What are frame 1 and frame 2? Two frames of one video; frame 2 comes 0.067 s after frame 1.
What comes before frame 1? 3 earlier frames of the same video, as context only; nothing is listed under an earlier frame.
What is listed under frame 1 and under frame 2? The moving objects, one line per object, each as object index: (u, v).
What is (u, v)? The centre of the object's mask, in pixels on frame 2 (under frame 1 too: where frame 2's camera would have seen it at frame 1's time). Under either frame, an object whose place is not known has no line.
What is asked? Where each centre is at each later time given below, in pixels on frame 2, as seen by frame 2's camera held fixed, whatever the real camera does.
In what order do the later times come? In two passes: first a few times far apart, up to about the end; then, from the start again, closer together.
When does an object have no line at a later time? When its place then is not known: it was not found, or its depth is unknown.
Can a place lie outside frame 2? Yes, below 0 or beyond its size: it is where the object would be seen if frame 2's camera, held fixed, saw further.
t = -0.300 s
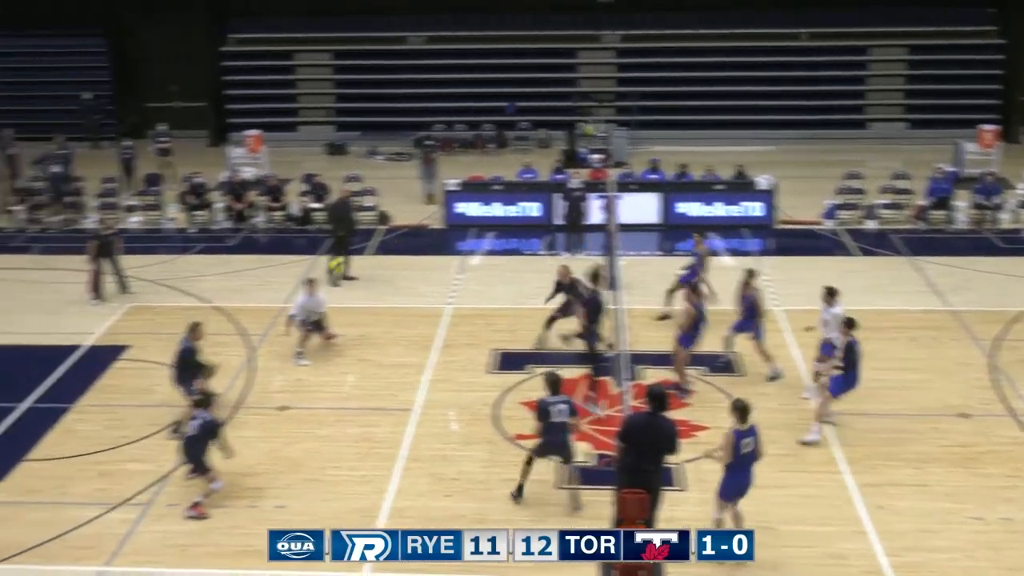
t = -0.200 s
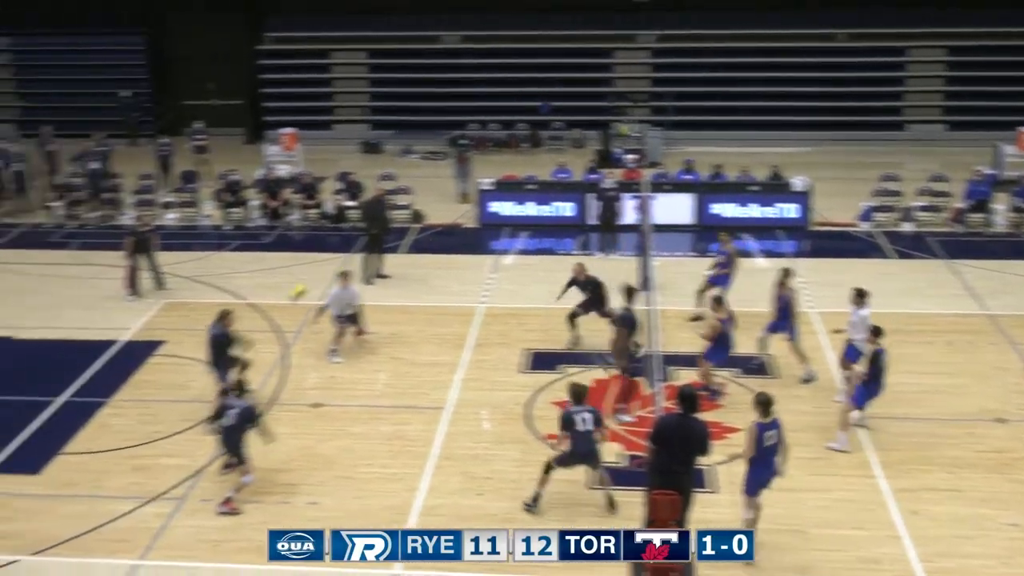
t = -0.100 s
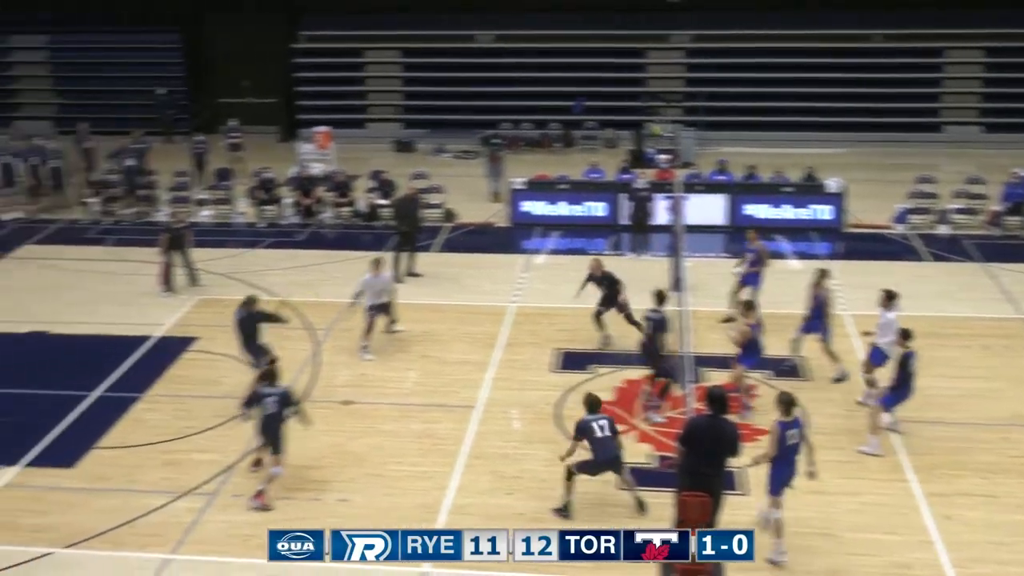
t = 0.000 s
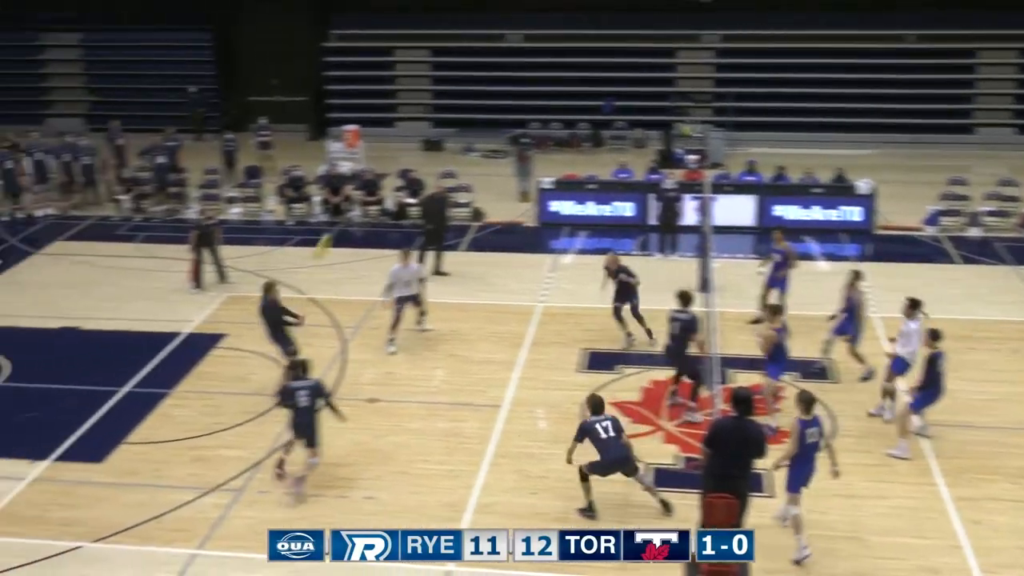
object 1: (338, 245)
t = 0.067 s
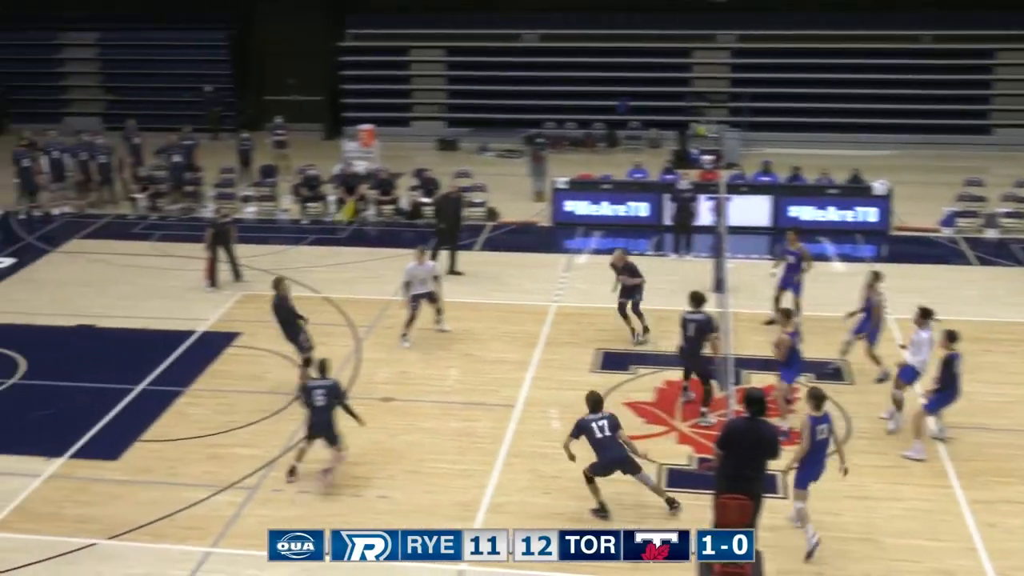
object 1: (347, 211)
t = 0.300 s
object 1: (380, 114)
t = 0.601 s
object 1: (426, 35)
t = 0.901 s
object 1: (474, 18)
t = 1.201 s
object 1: (525, 62)
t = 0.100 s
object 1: (350, 197)
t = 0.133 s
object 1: (354, 183)
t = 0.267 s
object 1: (378, 125)
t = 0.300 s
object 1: (380, 114)
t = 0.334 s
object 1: (385, 102)
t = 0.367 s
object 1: (391, 90)
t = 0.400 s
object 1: (395, 82)
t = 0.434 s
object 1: (400, 72)
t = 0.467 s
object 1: (406, 62)
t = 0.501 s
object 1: (410, 56)
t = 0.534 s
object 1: (416, 47)
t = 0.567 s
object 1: (421, 40)
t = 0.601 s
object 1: (426, 35)
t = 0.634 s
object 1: (432, 30)
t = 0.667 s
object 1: (437, 25)
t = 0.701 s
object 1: (442, 22)
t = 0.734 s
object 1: (447, 20)
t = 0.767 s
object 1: (453, 18)
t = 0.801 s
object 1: (458, 17)
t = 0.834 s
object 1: (464, 16)
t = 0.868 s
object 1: (469, 17)
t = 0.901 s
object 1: (474, 18)
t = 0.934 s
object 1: (480, 19)
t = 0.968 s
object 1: (486, 22)
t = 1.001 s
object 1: (492, 25)
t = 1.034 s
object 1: (497, 30)
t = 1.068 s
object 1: (503, 35)
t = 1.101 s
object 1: (508, 41)
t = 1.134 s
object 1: (514, 47)
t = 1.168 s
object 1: (519, 55)
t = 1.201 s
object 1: (525, 62)
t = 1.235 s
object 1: (530, 72)
